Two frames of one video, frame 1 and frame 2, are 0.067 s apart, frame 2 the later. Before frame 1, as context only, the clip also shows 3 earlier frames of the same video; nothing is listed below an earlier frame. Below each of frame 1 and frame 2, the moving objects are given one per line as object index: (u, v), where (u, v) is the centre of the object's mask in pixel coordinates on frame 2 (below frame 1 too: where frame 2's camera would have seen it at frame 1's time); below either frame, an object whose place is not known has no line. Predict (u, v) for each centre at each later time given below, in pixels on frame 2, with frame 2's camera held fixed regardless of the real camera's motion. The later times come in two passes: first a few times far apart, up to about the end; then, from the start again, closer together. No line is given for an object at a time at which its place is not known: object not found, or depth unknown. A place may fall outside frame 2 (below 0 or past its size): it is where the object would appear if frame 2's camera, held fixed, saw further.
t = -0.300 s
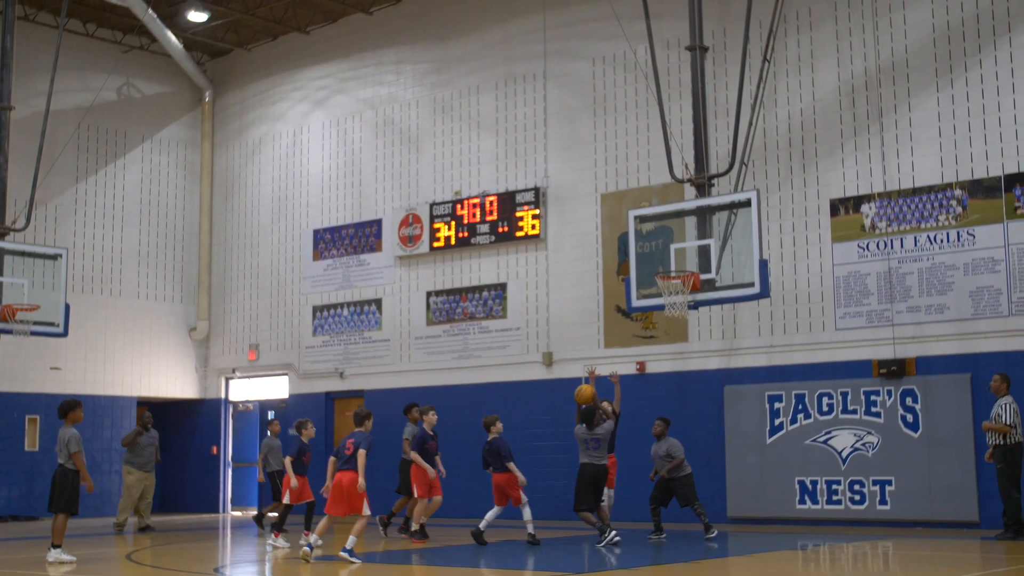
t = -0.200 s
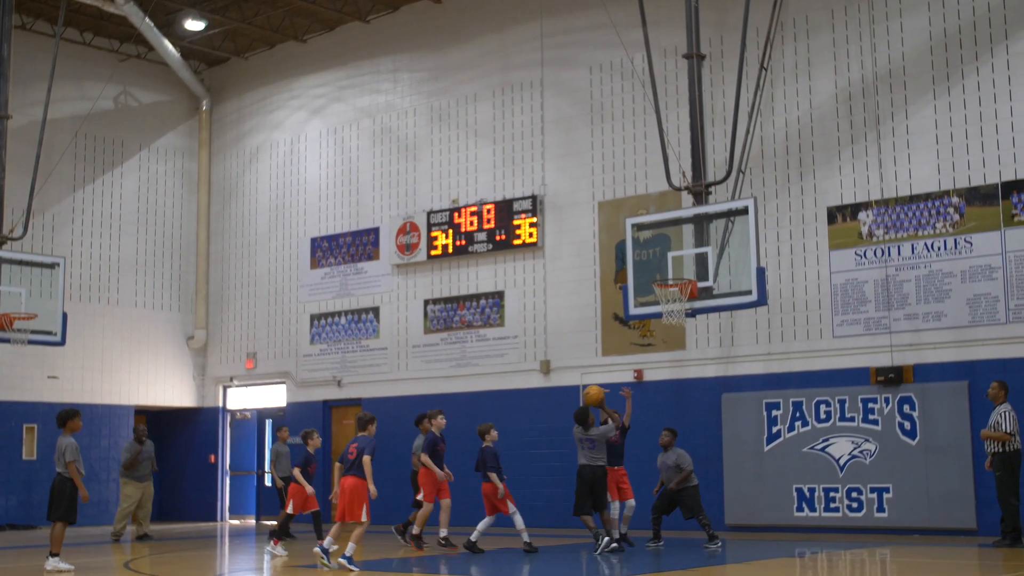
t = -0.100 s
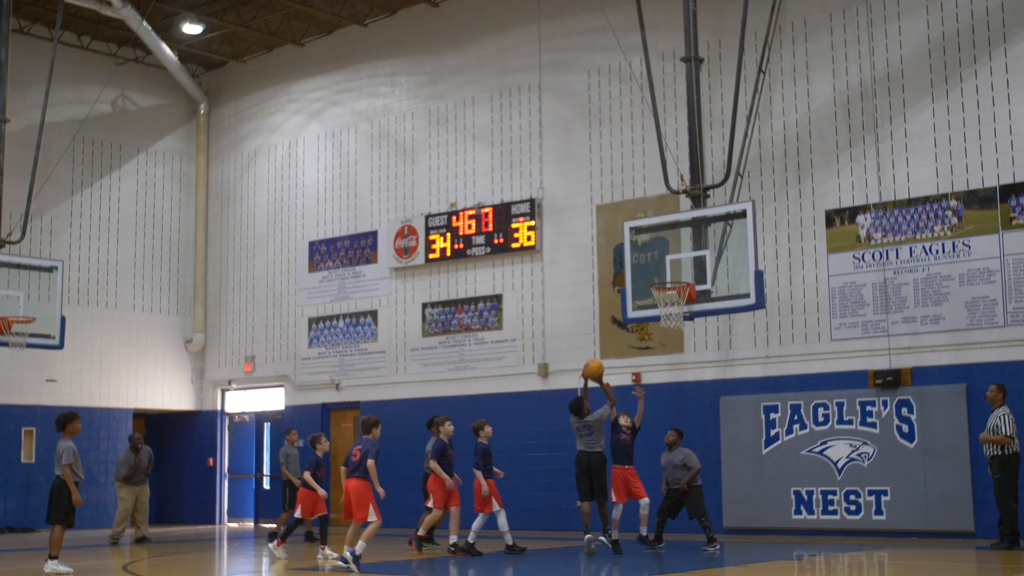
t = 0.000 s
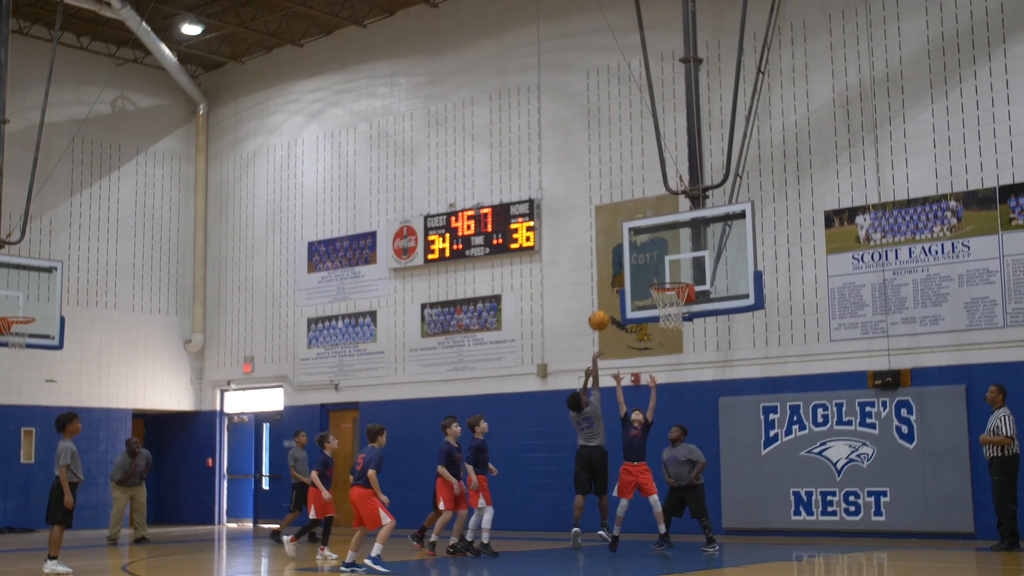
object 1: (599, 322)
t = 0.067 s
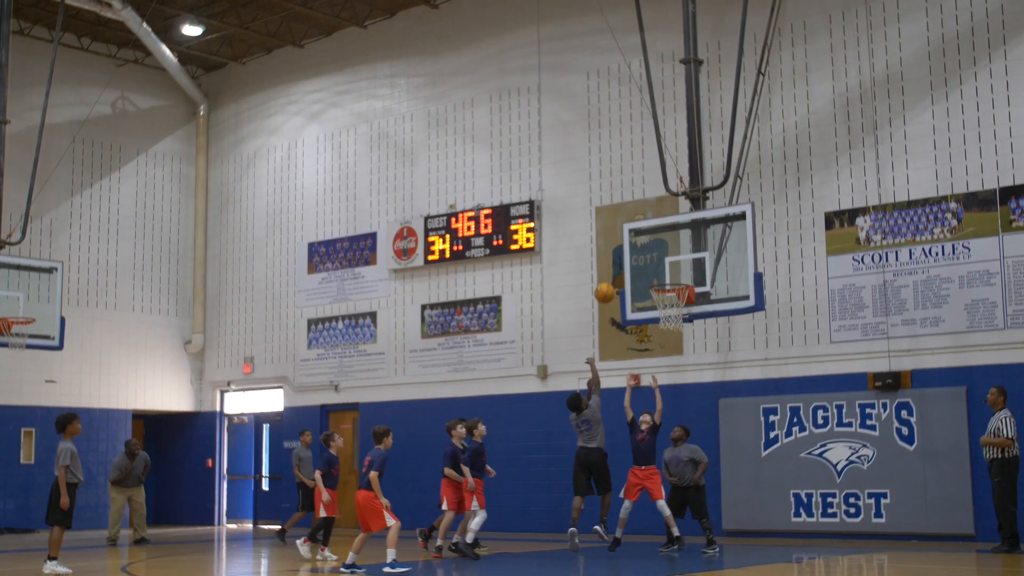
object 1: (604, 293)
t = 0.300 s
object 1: (624, 224)
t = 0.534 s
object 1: (643, 205)
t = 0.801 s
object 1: (667, 236)
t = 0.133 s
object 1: (610, 268)
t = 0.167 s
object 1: (613, 258)
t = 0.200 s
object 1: (616, 248)
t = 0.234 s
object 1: (619, 239)
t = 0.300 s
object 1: (624, 224)
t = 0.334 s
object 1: (627, 218)
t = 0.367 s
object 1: (629, 213)
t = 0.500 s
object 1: (641, 205)
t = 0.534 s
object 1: (643, 205)
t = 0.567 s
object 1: (646, 206)
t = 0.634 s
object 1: (652, 210)
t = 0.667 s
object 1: (655, 214)
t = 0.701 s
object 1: (659, 218)
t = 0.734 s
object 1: (662, 223)
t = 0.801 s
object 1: (667, 236)
